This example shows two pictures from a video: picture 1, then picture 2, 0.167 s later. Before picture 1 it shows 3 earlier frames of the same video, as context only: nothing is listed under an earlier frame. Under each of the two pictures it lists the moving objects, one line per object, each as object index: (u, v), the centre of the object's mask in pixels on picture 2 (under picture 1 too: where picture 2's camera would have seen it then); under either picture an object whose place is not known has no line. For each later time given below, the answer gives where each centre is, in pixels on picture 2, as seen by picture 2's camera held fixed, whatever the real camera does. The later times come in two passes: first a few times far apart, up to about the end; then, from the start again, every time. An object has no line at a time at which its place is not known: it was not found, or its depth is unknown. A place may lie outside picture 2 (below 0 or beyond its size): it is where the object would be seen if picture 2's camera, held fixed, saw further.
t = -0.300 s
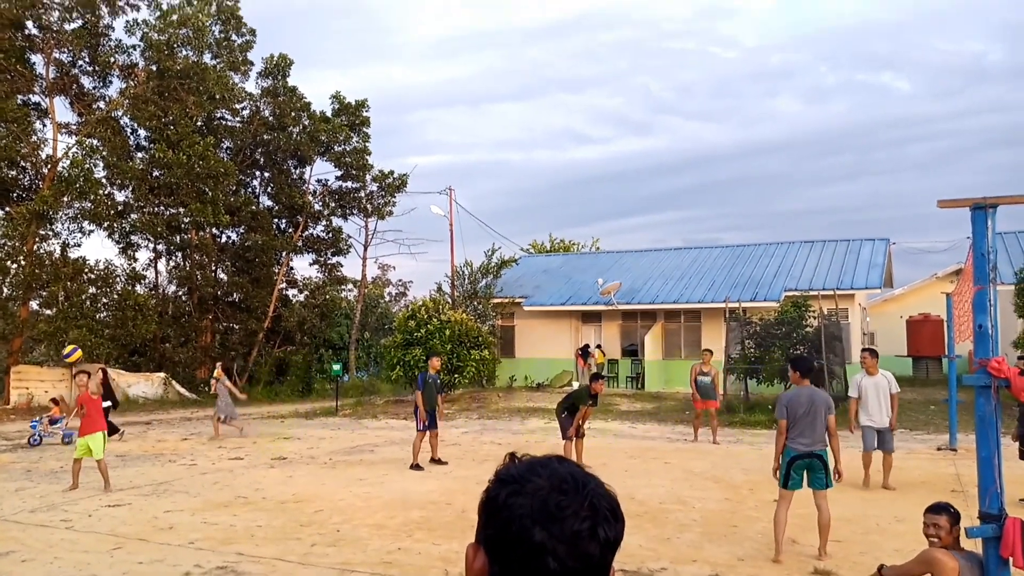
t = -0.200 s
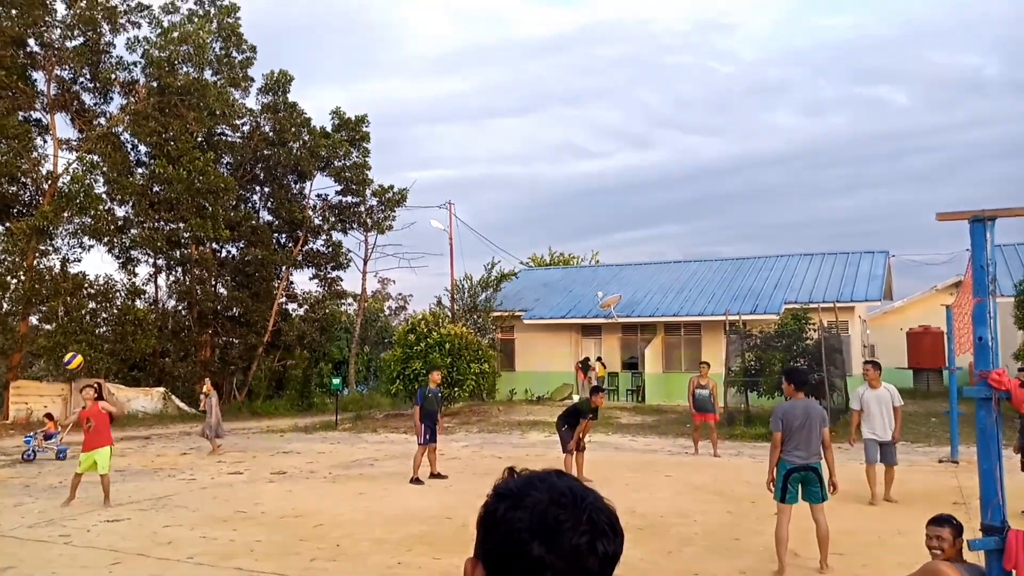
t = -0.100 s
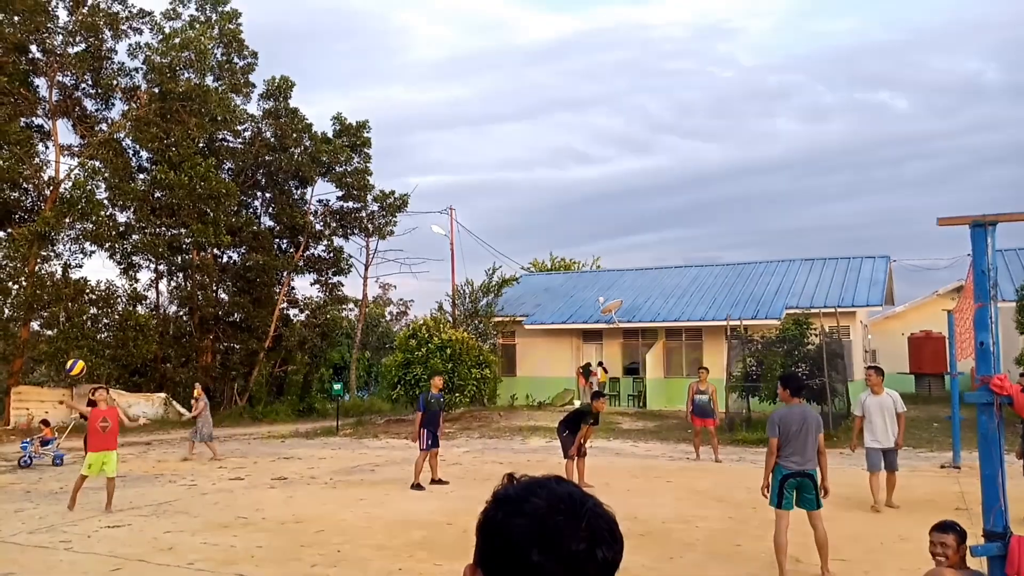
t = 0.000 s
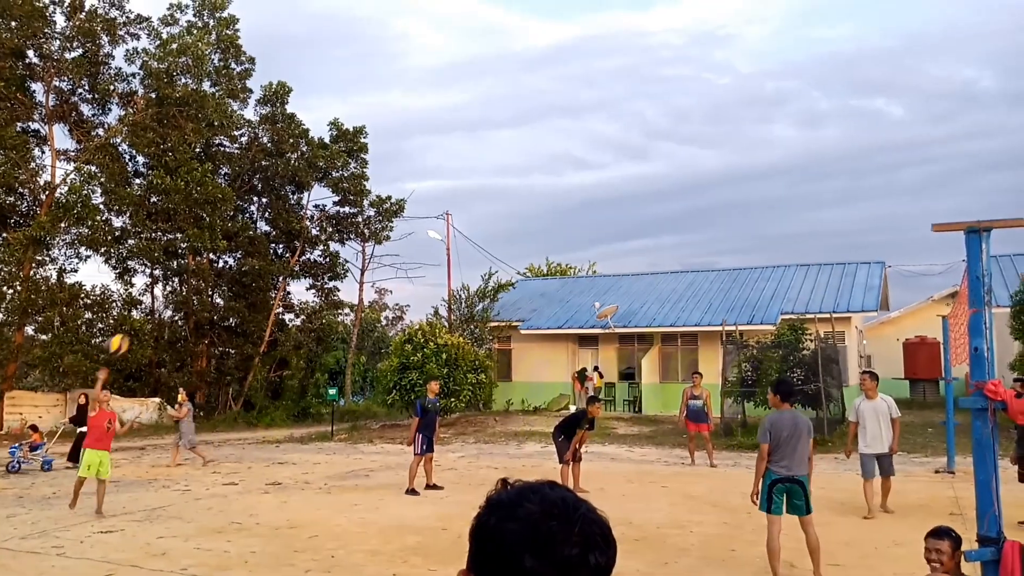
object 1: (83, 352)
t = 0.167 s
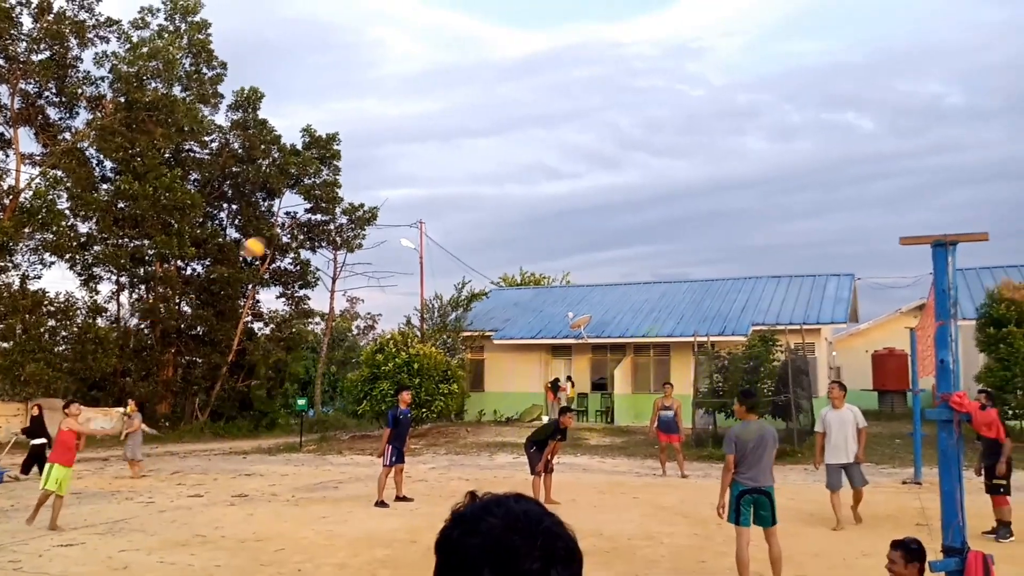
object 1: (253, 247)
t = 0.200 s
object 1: (290, 228)
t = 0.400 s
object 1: (539, 125)
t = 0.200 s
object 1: (290, 228)
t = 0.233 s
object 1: (328, 208)
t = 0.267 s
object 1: (369, 192)
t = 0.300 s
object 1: (409, 174)
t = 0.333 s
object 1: (452, 156)
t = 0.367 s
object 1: (495, 139)
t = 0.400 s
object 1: (539, 125)
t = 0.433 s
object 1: (585, 110)
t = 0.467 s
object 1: (634, 96)
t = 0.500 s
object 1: (683, 84)
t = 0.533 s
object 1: (735, 73)
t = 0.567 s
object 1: (788, 63)
